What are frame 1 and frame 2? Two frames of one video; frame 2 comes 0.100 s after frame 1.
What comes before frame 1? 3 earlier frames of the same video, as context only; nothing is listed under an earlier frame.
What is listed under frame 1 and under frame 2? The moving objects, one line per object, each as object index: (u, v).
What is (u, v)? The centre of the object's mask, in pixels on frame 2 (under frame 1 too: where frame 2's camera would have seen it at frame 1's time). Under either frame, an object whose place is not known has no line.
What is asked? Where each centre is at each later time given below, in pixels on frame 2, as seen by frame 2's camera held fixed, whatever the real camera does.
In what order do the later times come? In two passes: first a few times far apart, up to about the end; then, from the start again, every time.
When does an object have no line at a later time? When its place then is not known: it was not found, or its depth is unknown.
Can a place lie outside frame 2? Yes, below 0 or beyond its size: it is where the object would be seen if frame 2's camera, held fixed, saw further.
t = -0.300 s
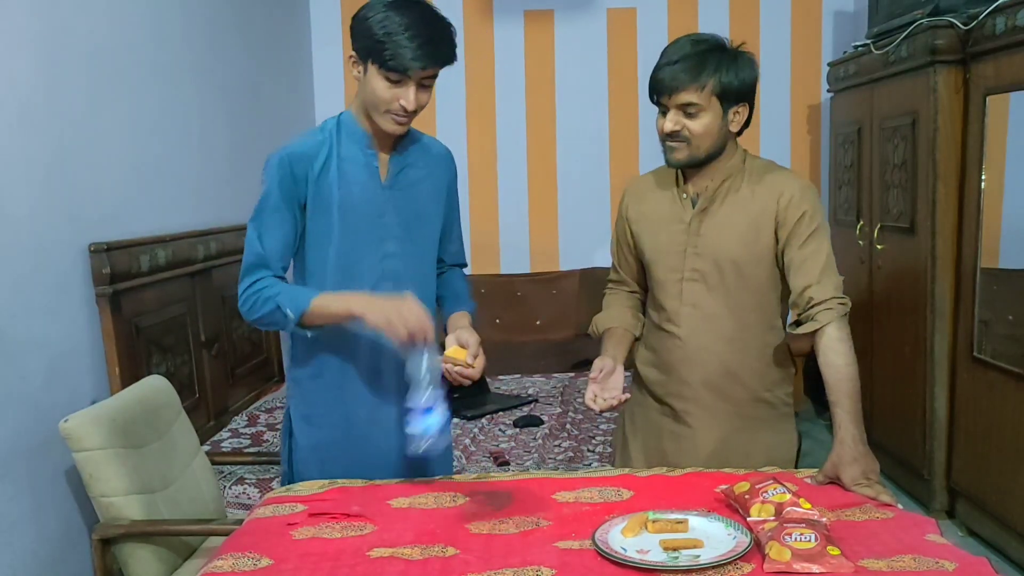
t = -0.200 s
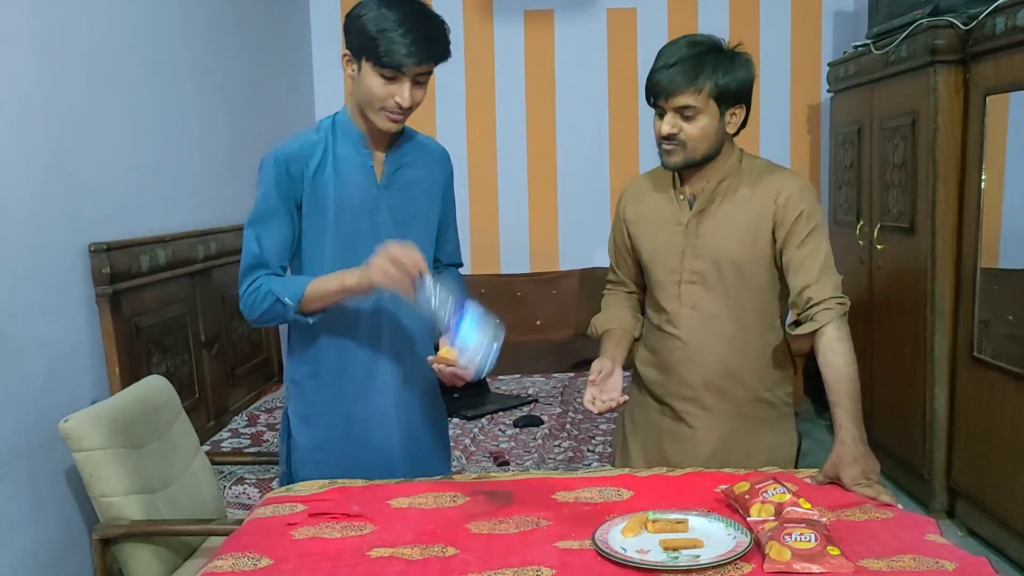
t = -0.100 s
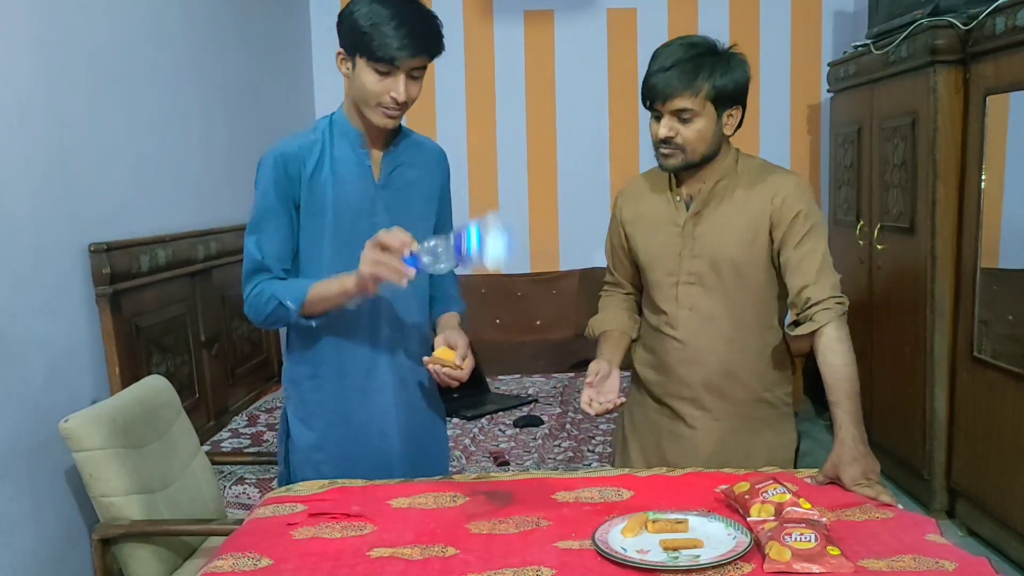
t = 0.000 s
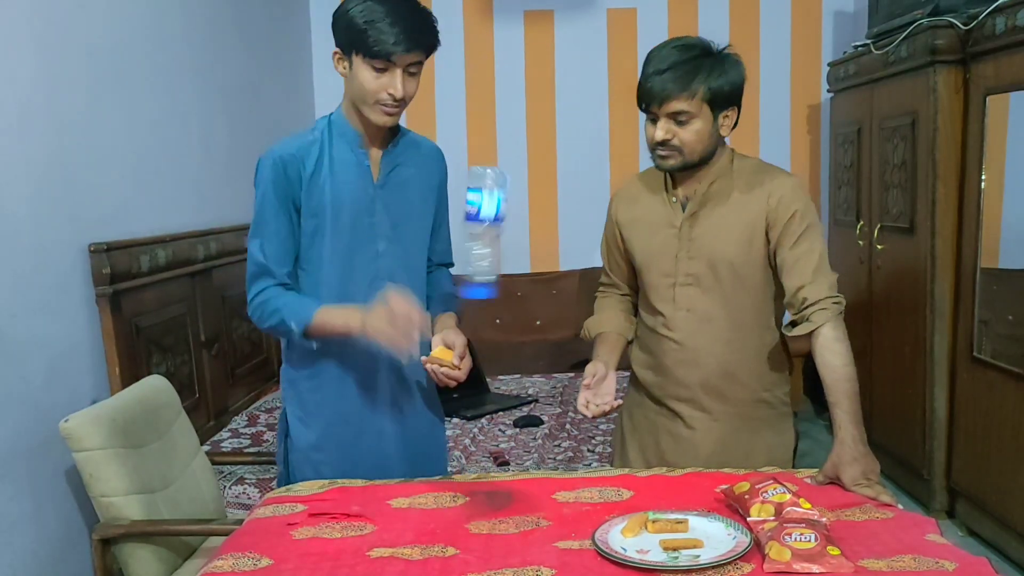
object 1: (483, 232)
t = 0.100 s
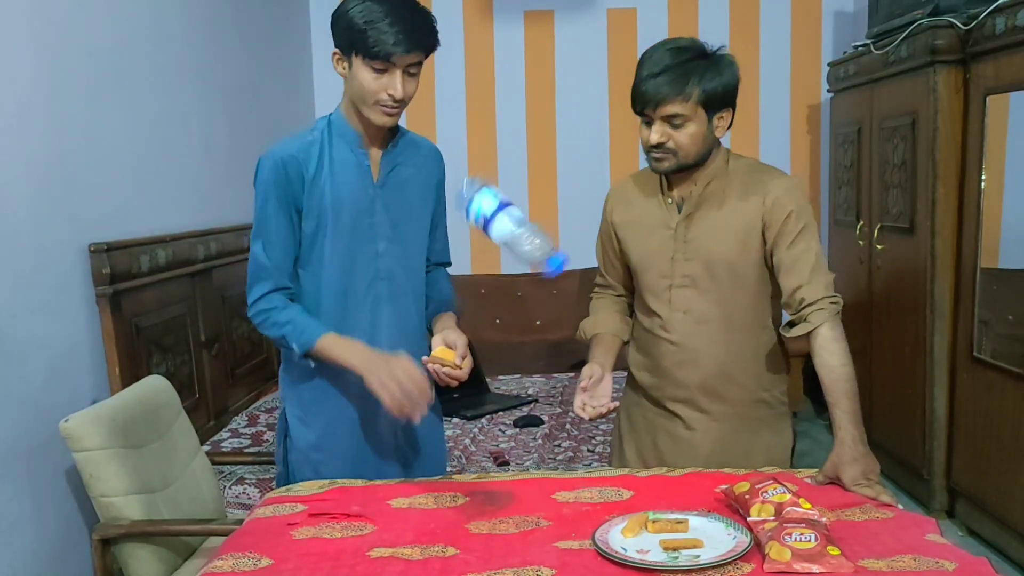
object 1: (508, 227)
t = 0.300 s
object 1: (505, 405)
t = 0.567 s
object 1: (537, 509)
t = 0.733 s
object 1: (544, 531)
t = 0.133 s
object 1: (510, 235)
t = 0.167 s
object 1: (508, 255)
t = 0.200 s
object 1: (506, 282)
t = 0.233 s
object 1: (506, 315)
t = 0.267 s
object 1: (507, 355)
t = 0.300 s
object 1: (505, 405)
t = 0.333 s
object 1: (507, 463)
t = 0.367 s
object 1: (508, 489)
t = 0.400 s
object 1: (509, 489)
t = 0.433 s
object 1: (511, 490)
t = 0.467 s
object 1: (513, 492)
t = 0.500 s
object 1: (519, 494)
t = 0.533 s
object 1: (526, 499)
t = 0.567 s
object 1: (537, 509)
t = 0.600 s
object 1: (547, 524)
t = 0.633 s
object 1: (546, 532)
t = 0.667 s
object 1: (545, 531)
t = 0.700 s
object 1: (545, 531)
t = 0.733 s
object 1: (544, 531)
